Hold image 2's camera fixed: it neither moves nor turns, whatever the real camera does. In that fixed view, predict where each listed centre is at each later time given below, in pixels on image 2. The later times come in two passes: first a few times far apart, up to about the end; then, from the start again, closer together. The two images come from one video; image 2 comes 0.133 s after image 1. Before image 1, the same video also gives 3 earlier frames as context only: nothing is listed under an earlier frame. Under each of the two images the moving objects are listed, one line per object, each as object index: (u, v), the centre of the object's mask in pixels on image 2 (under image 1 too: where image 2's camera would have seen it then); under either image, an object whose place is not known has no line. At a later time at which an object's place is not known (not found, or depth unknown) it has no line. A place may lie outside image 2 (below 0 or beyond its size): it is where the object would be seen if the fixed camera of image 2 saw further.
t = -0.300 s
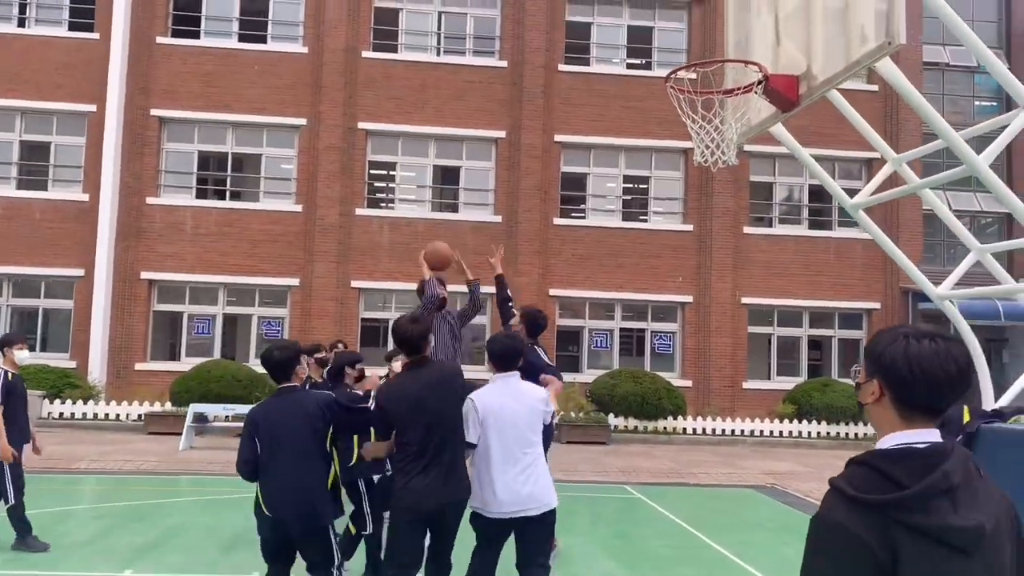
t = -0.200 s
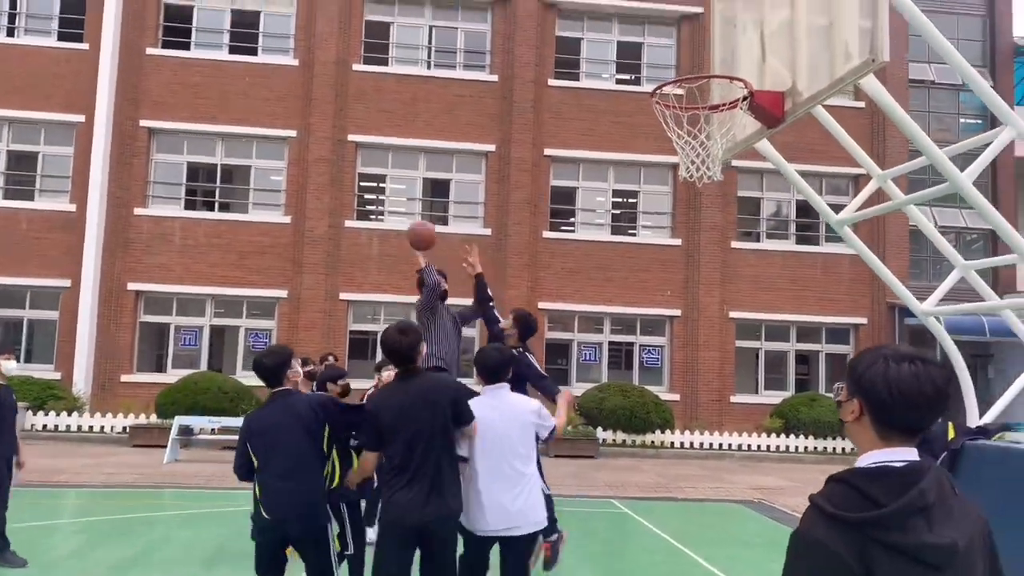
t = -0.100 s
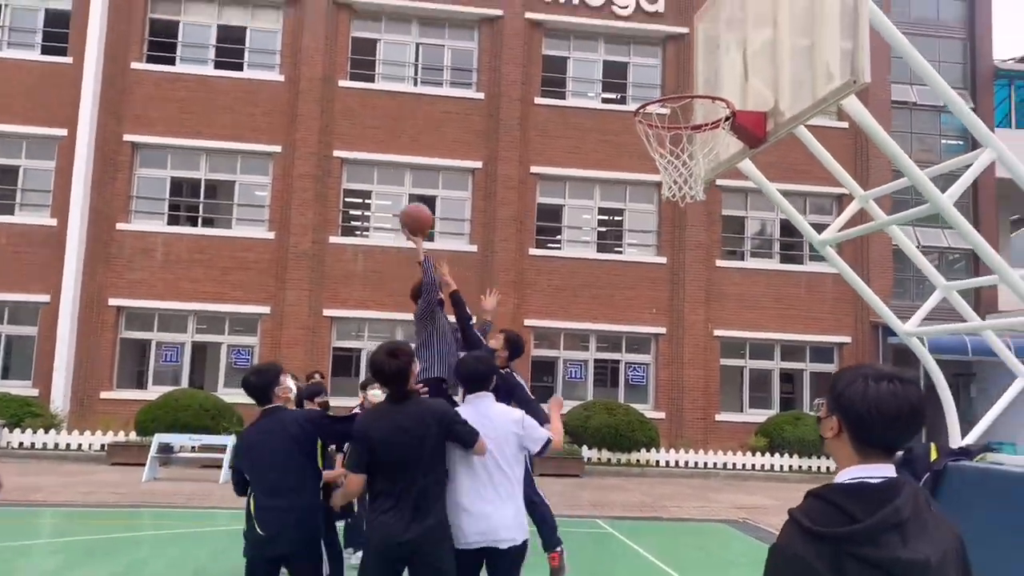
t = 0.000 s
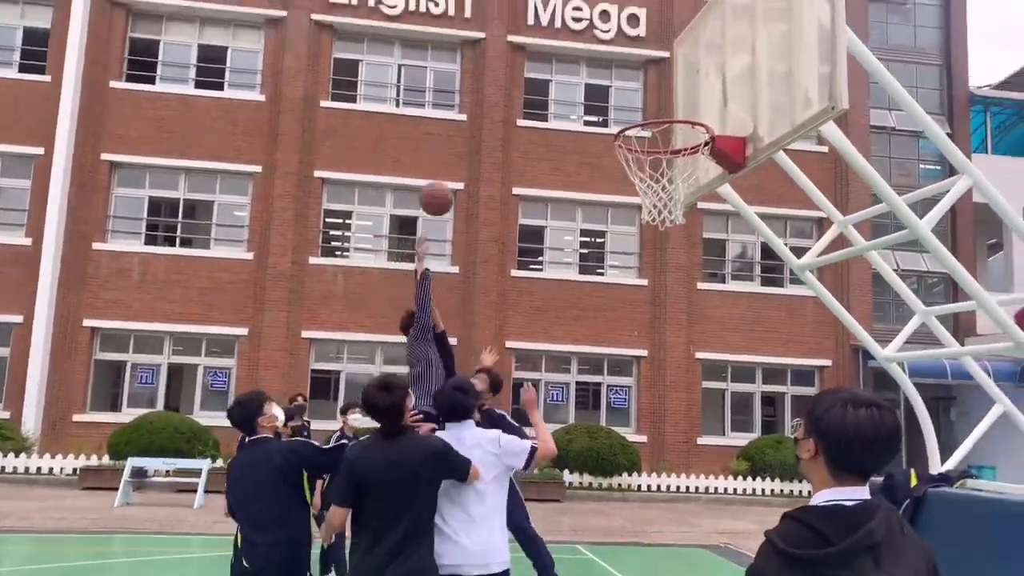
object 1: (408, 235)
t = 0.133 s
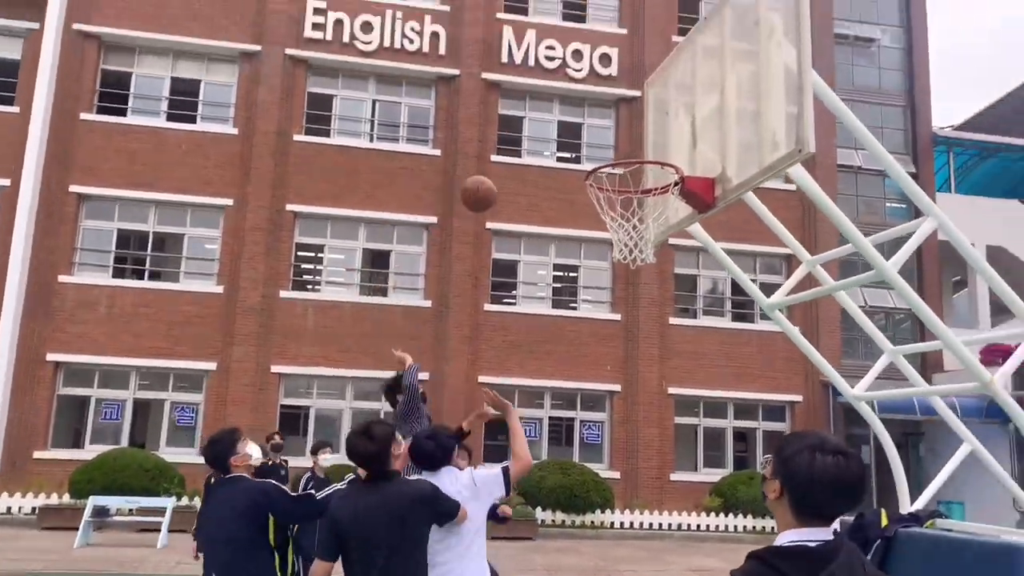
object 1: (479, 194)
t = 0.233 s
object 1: (537, 178)
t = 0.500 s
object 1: (631, 203)
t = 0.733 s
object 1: (581, 298)
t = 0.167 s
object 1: (498, 187)
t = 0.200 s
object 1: (517, 182)
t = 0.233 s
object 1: (537, 178)
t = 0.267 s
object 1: (558, 176)
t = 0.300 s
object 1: (577, 173)
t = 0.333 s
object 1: (600, 172)
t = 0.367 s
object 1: (626, 176)
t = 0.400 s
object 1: (649, 185)
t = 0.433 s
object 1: (649, 188)
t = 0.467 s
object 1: (640, 196)
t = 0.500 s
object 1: (631, 203)
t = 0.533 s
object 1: (619, 205)
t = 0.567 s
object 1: (608, 223)
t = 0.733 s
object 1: (581, 298)
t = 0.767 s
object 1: (574, 317)
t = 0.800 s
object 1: (567, 336)
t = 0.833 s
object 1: (560, 358)
